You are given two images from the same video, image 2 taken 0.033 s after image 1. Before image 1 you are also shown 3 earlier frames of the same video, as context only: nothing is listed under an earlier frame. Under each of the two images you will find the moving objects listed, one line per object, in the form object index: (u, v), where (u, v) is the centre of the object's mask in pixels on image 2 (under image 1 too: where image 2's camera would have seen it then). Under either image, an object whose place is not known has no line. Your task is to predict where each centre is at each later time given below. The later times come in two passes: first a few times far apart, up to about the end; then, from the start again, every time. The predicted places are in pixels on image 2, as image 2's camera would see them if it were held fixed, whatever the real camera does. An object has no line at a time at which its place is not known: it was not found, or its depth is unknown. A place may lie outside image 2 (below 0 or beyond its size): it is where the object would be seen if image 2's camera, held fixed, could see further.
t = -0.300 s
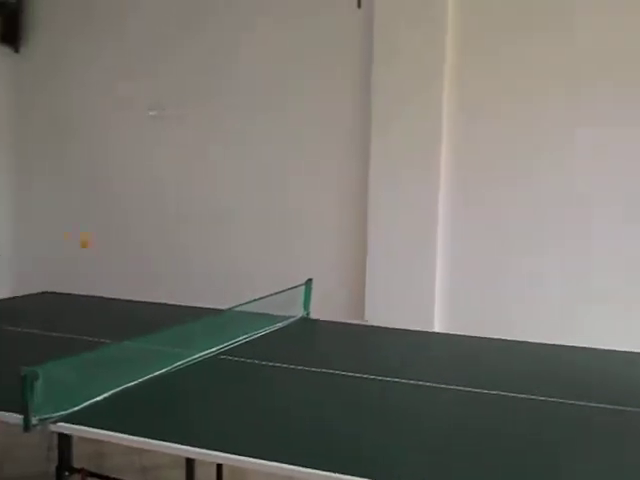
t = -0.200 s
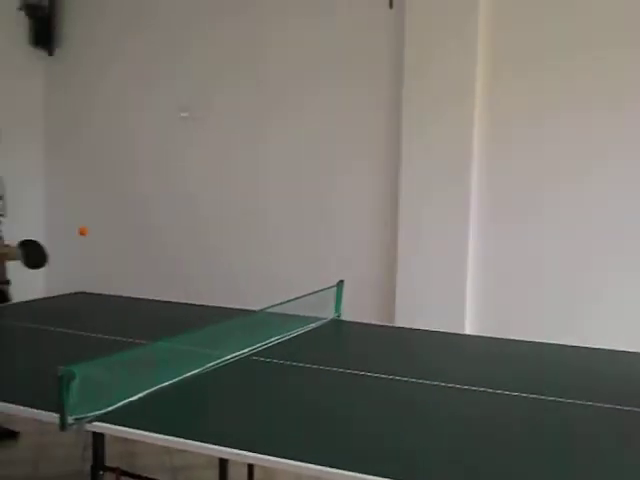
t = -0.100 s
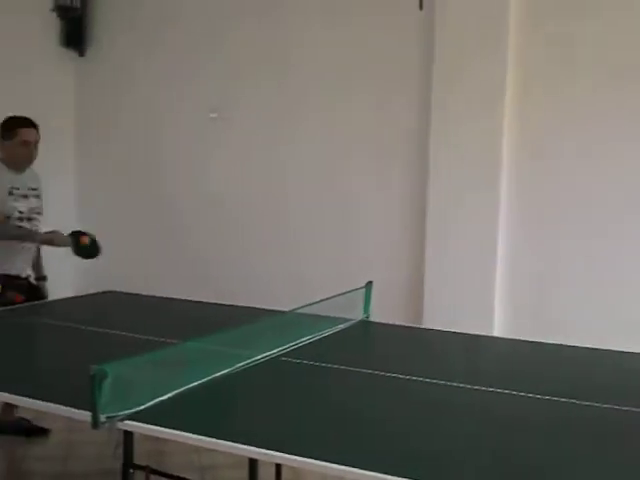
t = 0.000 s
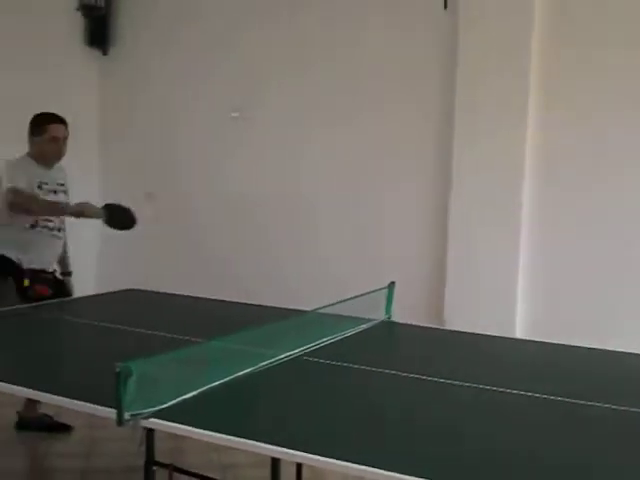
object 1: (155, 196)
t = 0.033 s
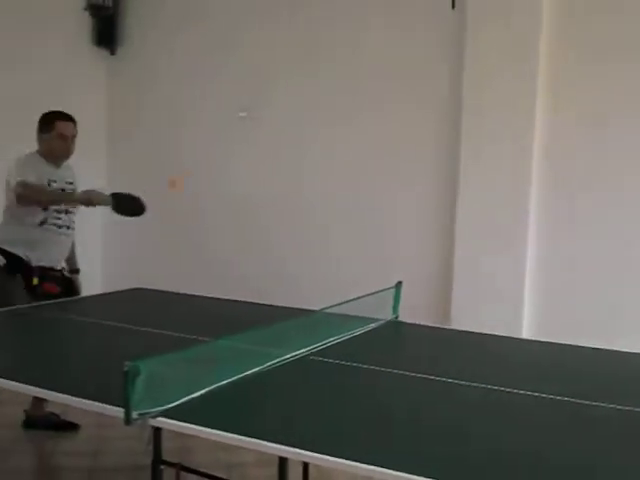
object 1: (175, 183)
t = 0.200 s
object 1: (252, 168)
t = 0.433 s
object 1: (379, 263)
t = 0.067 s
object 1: (191, 175)
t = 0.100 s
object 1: (205, 170)
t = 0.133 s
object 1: (223, 168)
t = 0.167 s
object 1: (240, 167)
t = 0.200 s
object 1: (252, 168)
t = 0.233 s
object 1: (274, 175)
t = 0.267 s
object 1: (290, 180)
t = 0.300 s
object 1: (308, 189)
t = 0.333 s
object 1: (326, 203)
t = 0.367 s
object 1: (343, 219)
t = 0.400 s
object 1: (360, 239)
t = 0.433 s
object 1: (379, 263)
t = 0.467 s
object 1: (399, 289)
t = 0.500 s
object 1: (413, 317)
